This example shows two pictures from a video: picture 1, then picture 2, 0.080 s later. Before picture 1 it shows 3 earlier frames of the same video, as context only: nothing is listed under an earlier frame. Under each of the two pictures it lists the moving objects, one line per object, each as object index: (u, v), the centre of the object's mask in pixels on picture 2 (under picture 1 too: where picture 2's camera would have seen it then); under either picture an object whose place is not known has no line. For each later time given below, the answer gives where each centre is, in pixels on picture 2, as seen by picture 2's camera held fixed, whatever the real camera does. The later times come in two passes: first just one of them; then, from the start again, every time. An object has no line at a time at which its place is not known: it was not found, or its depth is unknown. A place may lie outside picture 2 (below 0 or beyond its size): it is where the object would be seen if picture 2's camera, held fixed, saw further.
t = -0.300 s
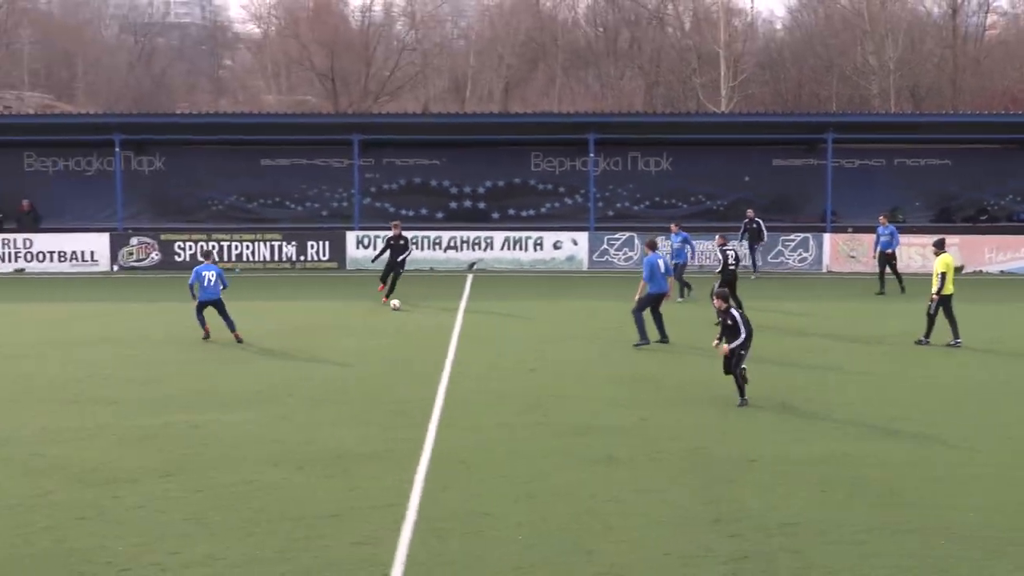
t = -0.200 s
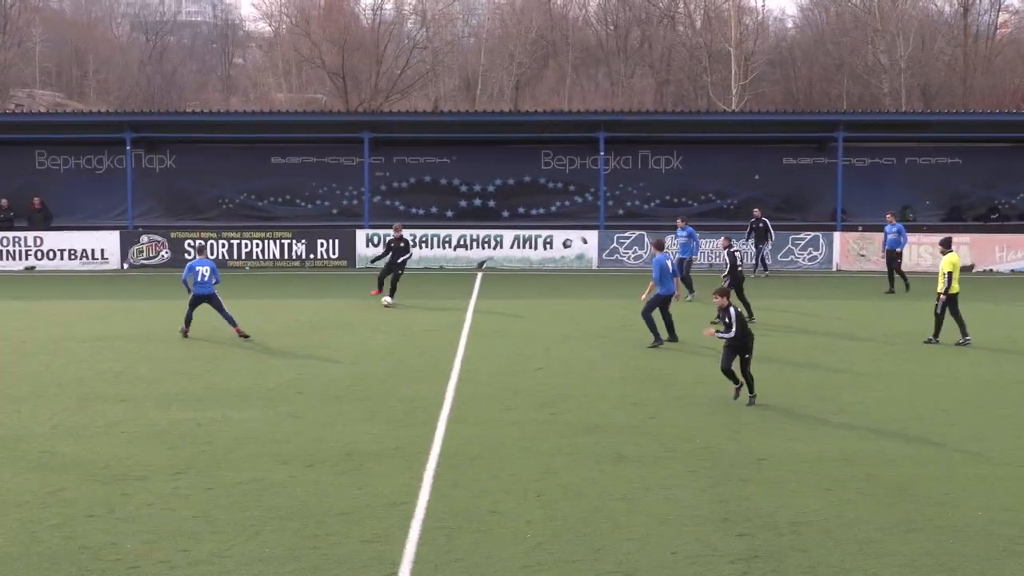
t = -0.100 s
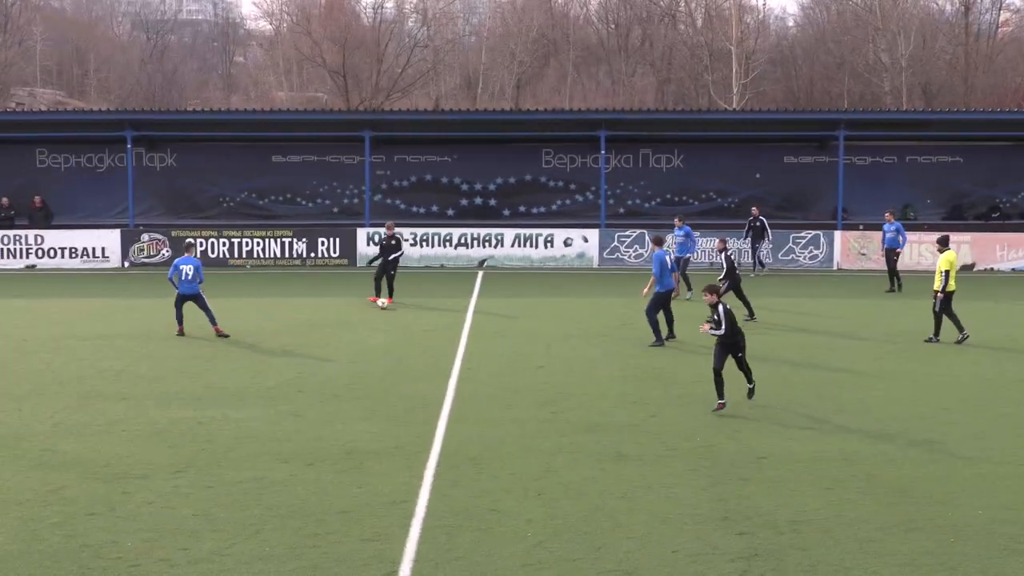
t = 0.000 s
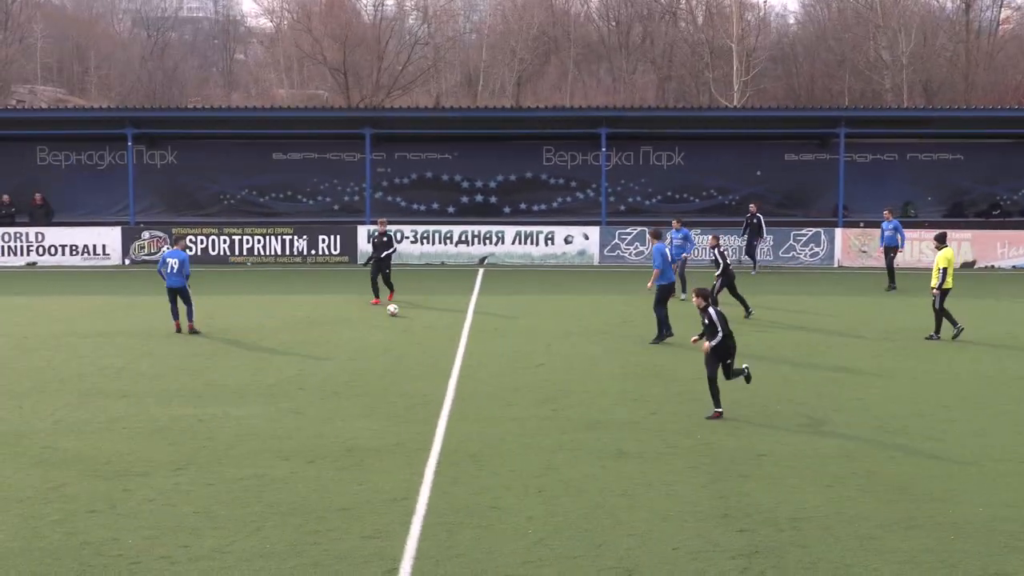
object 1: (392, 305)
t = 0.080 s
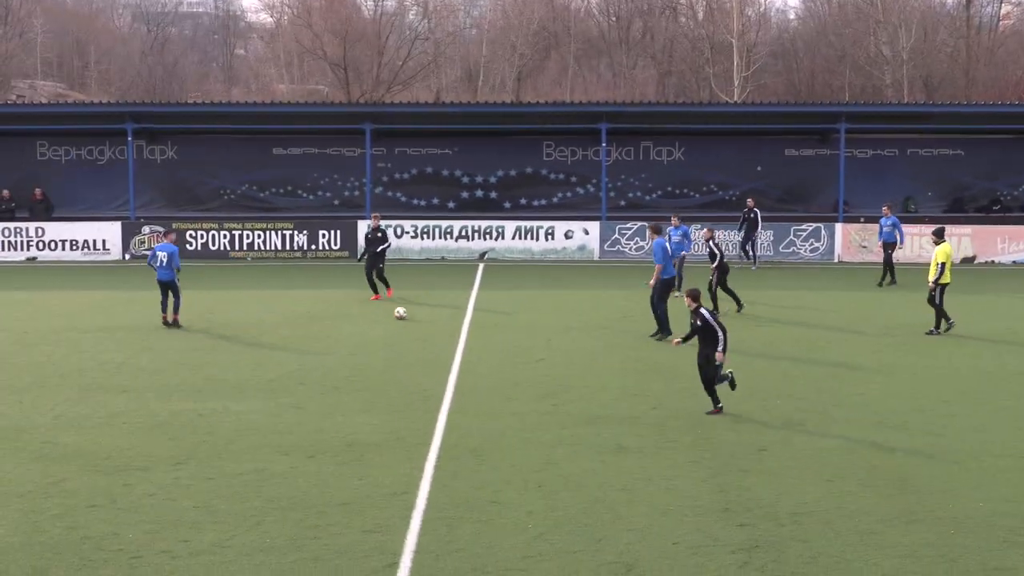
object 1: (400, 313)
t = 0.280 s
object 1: (421, 336)
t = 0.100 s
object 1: (402, 315)
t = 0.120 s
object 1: (404, 318)
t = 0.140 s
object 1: (406, 320)
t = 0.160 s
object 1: (408, 322)
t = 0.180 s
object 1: (410, 325)
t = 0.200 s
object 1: (412, 326)
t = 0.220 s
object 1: (415, 328)
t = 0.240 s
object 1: (417, 331)
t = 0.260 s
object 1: (419, 333)
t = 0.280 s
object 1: (421, 336)
